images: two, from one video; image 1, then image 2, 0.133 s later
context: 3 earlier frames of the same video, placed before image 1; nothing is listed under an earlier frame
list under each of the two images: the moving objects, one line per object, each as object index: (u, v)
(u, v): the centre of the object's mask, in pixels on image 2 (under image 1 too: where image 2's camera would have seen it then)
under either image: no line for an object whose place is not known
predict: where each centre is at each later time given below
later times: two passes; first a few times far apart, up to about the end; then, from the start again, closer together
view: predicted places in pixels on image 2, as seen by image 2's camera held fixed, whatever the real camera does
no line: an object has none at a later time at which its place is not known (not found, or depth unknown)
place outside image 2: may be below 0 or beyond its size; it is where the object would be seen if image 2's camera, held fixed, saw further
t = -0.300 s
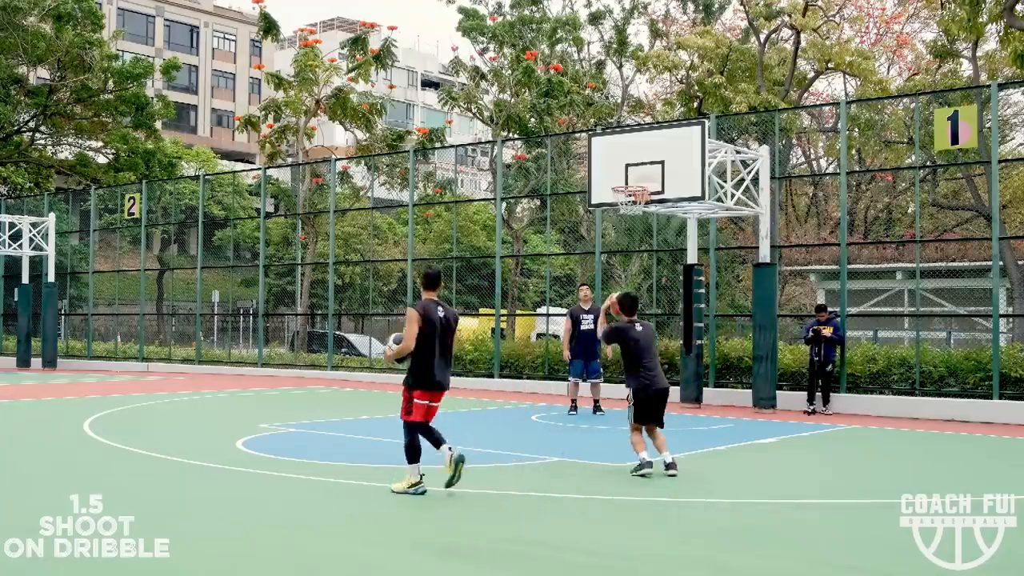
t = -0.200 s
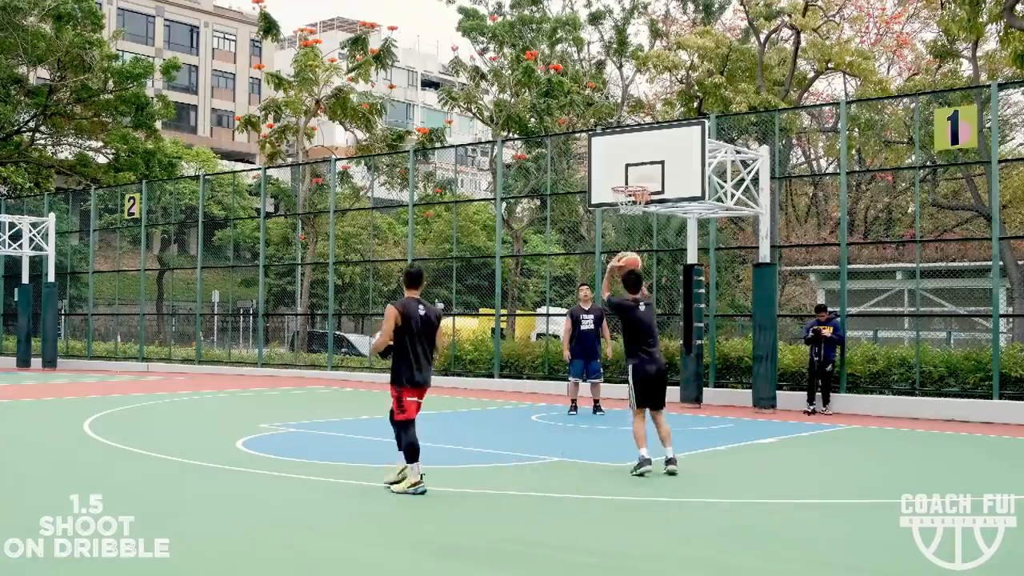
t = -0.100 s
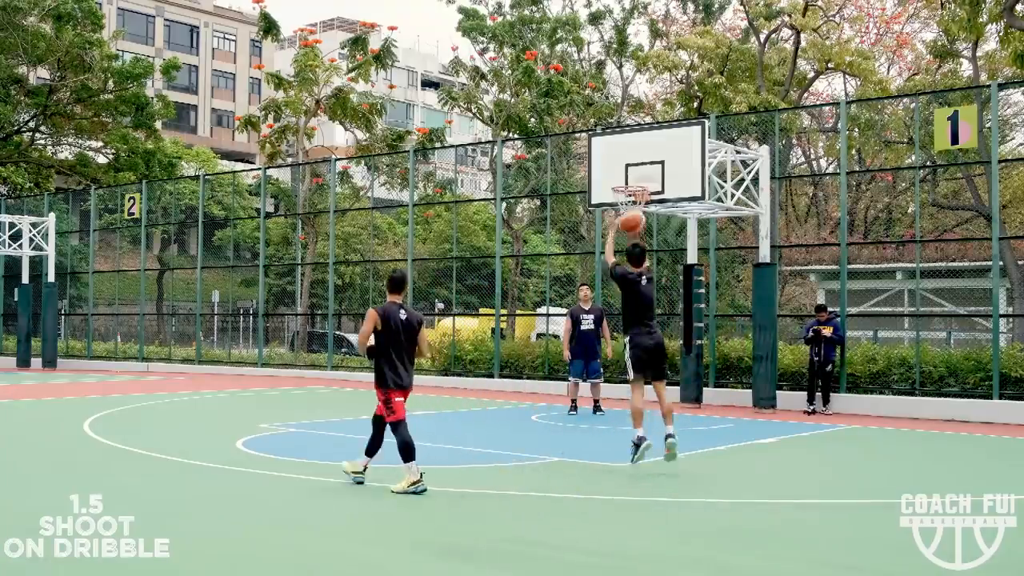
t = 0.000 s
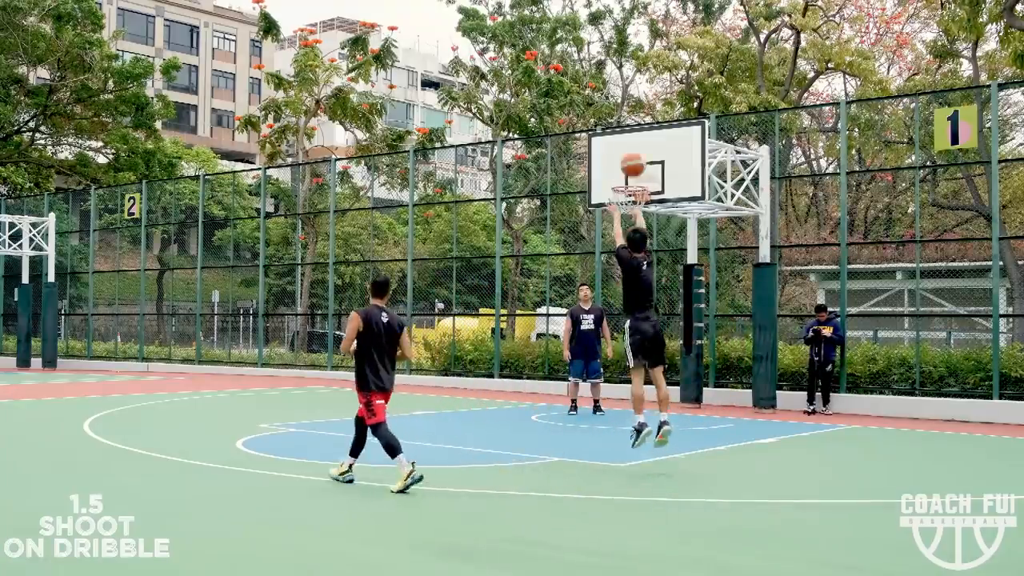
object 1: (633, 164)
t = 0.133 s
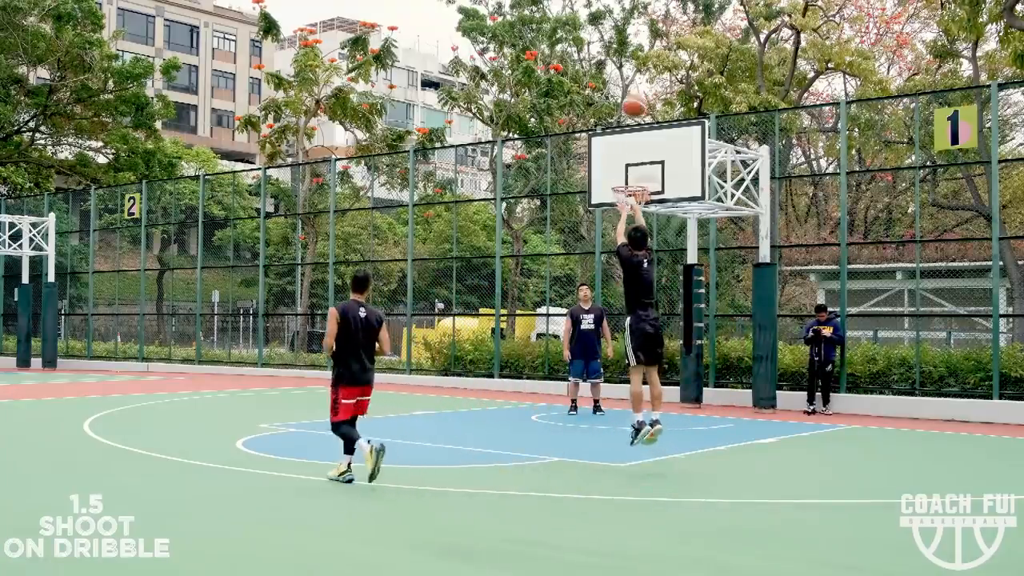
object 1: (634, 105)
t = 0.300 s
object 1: (636, 63)
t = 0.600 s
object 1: (636, 56)
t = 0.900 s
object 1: (640, 120)
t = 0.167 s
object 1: (634, 95)
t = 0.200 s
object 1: (635, 86)
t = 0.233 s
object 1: (634, 76)
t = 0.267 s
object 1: (635, 70)
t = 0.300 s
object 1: (636, 63)
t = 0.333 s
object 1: (636, 59)
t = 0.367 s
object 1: (637, 55)
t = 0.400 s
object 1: (636, 53)
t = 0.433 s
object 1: (636, 52)
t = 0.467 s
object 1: (636, 51)
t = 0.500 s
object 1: (636, 51)
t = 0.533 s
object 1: (636, 53)
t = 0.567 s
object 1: (636, 54)
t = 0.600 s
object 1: (636, 56)
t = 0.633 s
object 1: (636, 60)
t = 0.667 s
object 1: (637, 65)
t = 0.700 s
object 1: (637, 71)
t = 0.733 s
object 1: (637, 78)
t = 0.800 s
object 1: (638, 93)
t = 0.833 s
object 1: (638, 101)
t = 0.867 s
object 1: (639, 110)
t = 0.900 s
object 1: (640, 120)
